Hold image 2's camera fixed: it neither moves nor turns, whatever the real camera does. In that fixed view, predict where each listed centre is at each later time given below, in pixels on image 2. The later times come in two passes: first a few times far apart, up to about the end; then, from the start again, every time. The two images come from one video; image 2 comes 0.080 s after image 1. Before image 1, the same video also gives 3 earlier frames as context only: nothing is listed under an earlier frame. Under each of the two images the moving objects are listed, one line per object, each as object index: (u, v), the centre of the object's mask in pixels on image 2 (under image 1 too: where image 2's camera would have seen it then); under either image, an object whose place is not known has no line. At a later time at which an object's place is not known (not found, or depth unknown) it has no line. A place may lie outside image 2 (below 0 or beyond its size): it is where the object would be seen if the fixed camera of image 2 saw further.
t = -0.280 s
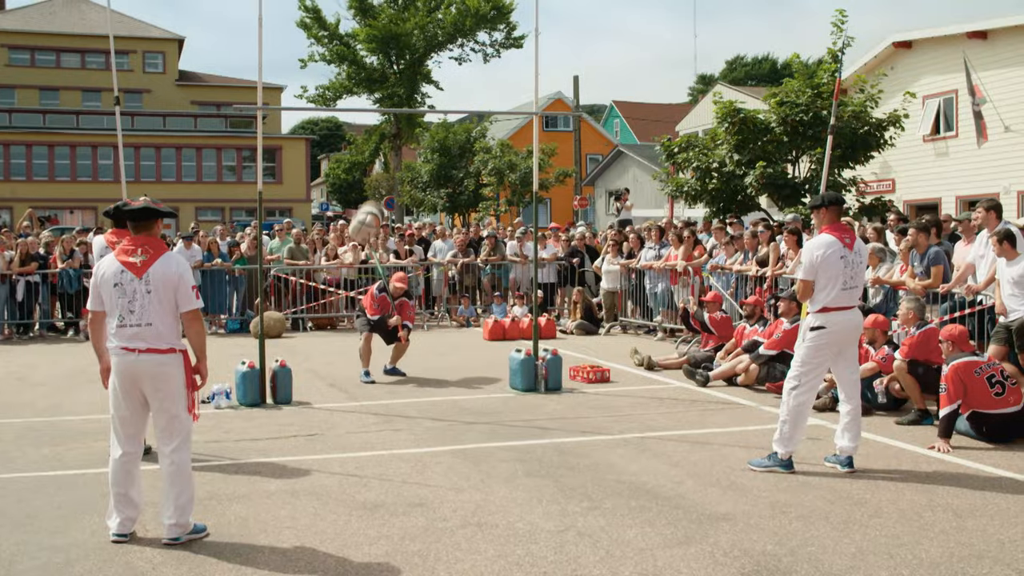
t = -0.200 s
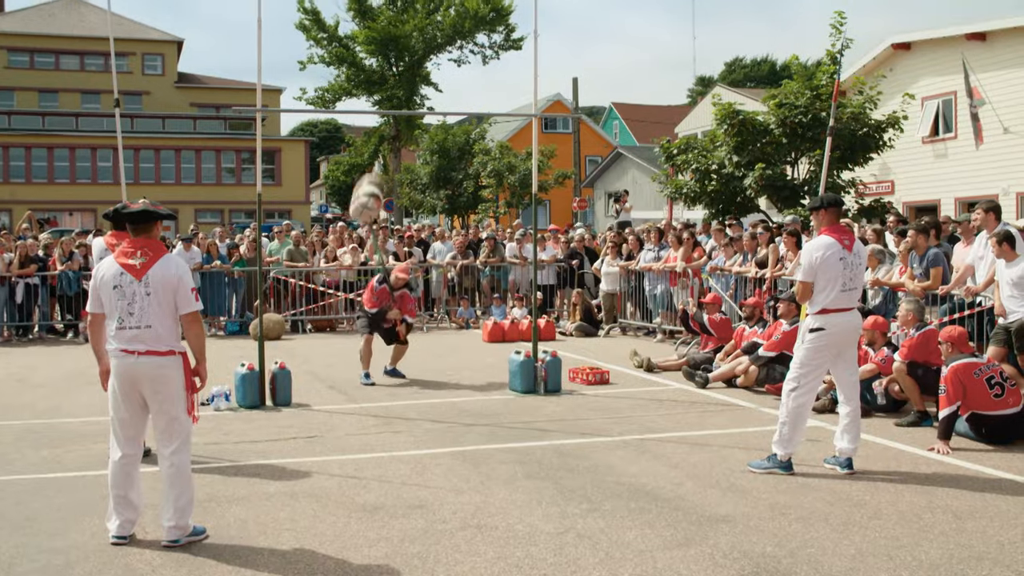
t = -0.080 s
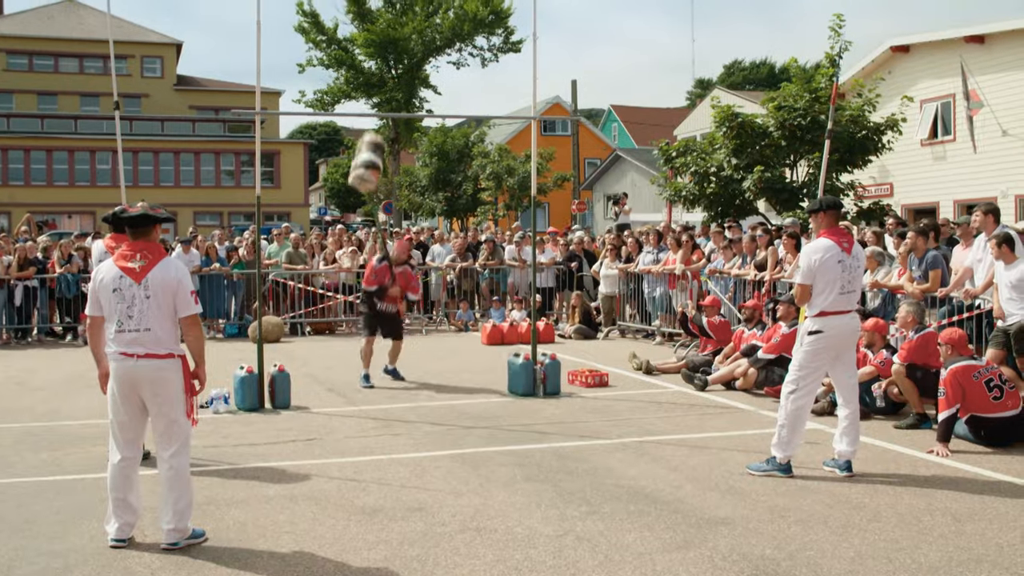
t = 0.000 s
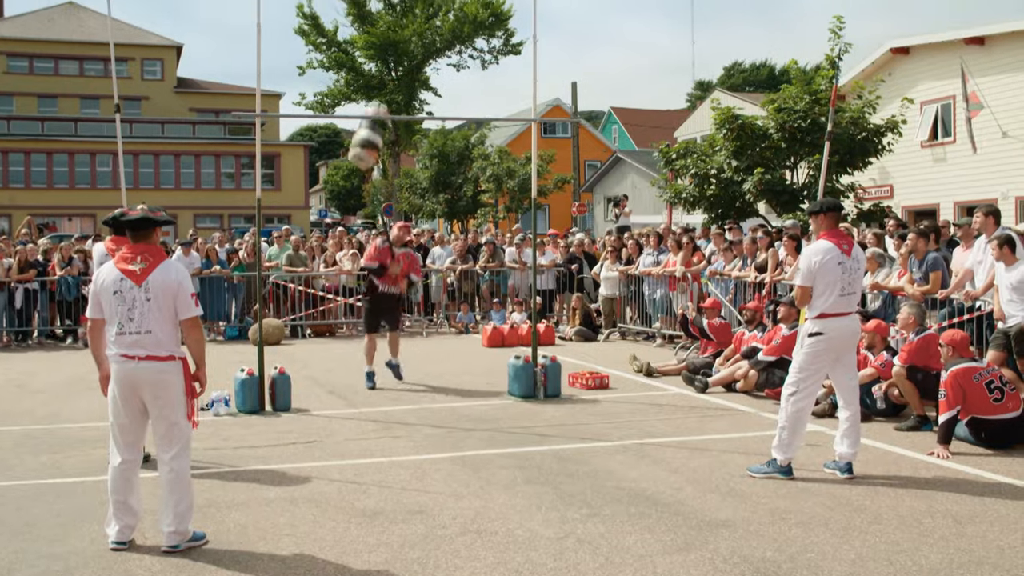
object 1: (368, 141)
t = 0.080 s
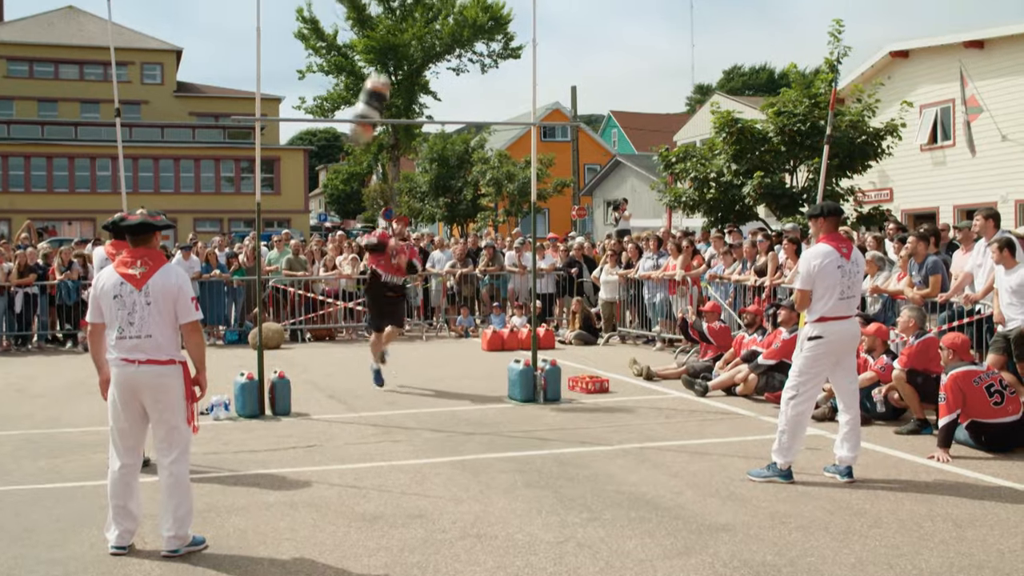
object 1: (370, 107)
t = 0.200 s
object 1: (370, 58)
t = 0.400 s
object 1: (377, 16)
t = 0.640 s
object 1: (386, 18)
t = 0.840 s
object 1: (397, 70)
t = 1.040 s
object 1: (410, 173)
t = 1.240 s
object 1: (427, 329)
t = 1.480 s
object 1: (454, 401)
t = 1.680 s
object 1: (490, 403)
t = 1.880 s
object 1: (525, 421)
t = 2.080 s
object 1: (558, 423)
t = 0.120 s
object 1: (371, 88)
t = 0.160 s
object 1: (370, 74)
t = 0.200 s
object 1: (370, 58)
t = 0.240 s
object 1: (371, 46)
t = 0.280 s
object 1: (373, 36)
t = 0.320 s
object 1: (373, 28)
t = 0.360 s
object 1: (375, 21)
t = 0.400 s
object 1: (377, 16)
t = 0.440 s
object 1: (378, 12)
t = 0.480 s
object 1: (380, 9)
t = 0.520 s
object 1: (381, 9)
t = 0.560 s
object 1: (383, 10)
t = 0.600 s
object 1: (384, 13)
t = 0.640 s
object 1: (386, 18)
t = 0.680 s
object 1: (388, 25)
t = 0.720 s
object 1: (390, 33)
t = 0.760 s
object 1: (393, 44)
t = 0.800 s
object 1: (396, 56)
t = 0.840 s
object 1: (397, 70)
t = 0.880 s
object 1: (399, 87)
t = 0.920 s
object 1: (402, 104)
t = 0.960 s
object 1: (404, 125)
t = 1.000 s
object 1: (407, 149)
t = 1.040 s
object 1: (410, 173)
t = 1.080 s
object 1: (413, 199)
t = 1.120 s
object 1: (417, 228)
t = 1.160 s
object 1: (419, 260)
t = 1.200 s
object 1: (424, 296)
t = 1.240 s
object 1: (427, 329)
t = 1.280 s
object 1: (429, 370)
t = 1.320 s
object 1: (432, 415)
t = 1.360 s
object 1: (438, 421)
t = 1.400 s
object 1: (444, 416)
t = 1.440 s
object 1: (448, 408)
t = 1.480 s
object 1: (454, 401)
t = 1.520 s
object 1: (461, 397)
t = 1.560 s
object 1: (467, 395)
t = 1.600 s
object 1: (474, 396)
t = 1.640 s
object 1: (482, 397)
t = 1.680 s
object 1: (490, 403)
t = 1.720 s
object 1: (497, 411)
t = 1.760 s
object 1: (504, 422)
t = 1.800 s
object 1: (512, 432)
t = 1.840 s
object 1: (519, 428)
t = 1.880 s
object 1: (525, 421)
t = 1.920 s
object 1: (531, 417)
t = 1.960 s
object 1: (537, 415)
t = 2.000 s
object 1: (544, 417)
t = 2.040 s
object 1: (551, 418)
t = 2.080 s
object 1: (558, 423)
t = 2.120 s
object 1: (565, 430)
